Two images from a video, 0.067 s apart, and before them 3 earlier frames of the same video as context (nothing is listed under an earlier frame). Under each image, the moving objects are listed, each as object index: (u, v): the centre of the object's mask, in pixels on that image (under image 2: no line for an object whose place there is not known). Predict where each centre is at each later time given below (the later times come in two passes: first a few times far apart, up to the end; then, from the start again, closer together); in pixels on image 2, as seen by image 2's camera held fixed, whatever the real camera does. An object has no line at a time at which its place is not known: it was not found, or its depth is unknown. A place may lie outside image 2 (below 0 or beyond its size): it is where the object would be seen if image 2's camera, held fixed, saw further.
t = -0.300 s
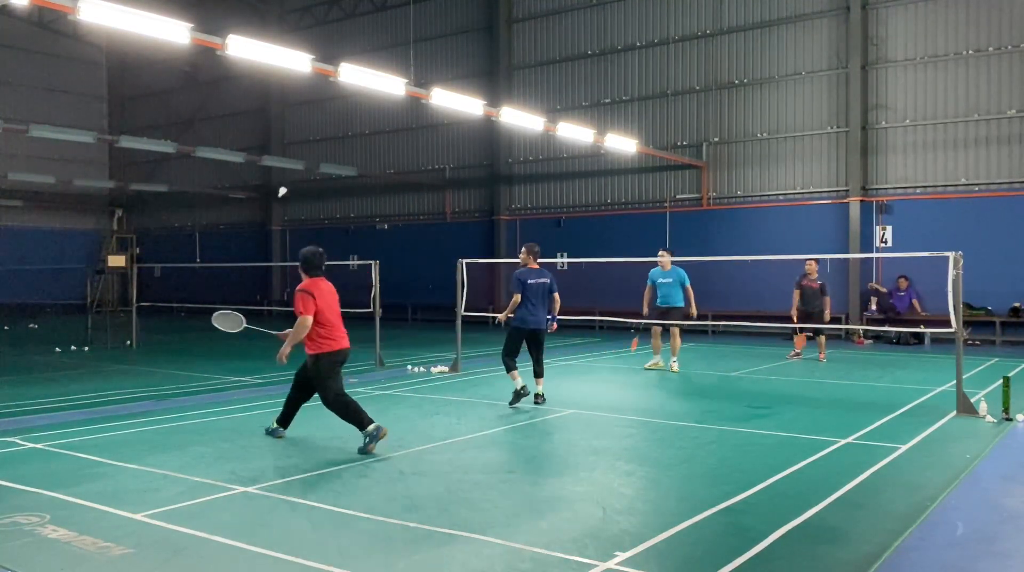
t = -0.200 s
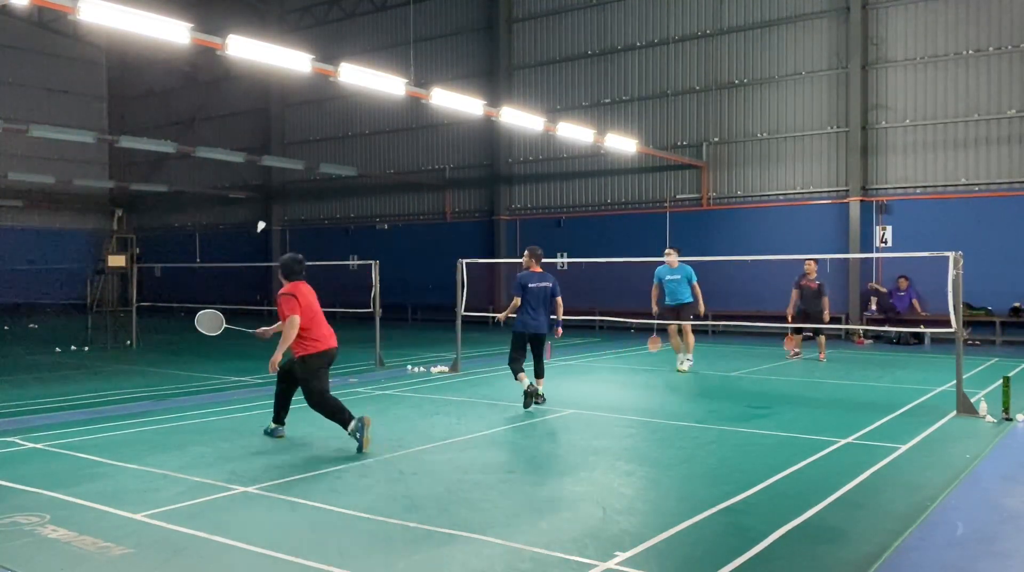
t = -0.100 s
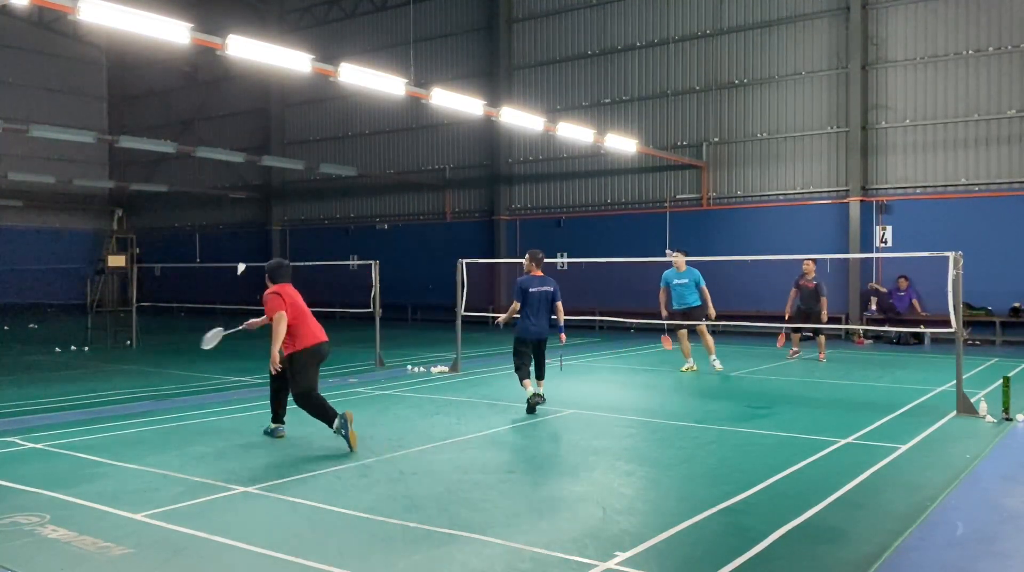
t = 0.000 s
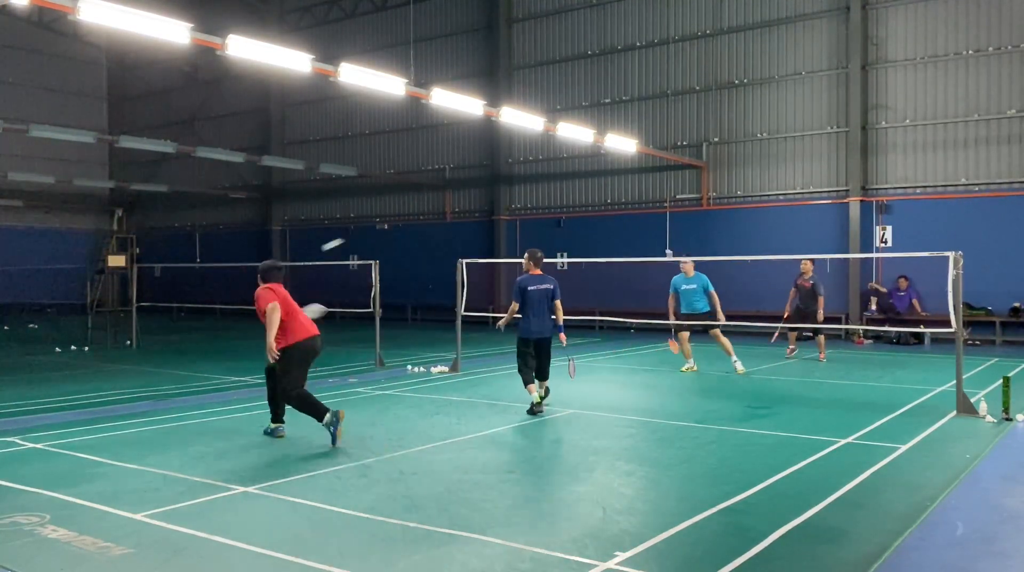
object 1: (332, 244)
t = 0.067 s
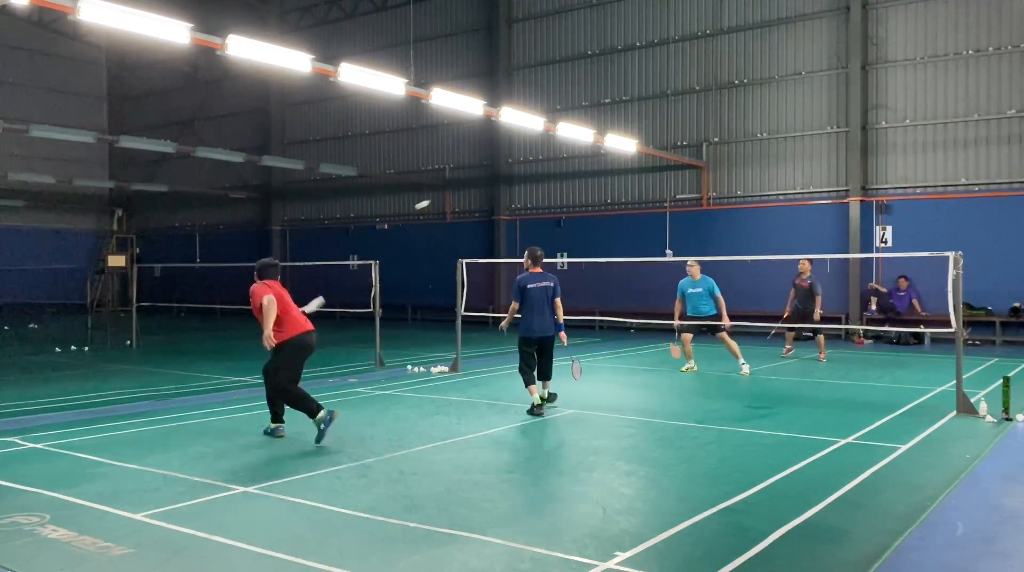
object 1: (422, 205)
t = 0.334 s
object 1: (566, 156)
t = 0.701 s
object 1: (643, 181)
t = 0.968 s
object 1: (675, 230)
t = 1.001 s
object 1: (678, 237)
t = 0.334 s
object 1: (566, 156)
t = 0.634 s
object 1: (633, 172)
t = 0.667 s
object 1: (638, 176)
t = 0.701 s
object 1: (643, 181)
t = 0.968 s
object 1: (675, 230)
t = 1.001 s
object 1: (678, 237)
